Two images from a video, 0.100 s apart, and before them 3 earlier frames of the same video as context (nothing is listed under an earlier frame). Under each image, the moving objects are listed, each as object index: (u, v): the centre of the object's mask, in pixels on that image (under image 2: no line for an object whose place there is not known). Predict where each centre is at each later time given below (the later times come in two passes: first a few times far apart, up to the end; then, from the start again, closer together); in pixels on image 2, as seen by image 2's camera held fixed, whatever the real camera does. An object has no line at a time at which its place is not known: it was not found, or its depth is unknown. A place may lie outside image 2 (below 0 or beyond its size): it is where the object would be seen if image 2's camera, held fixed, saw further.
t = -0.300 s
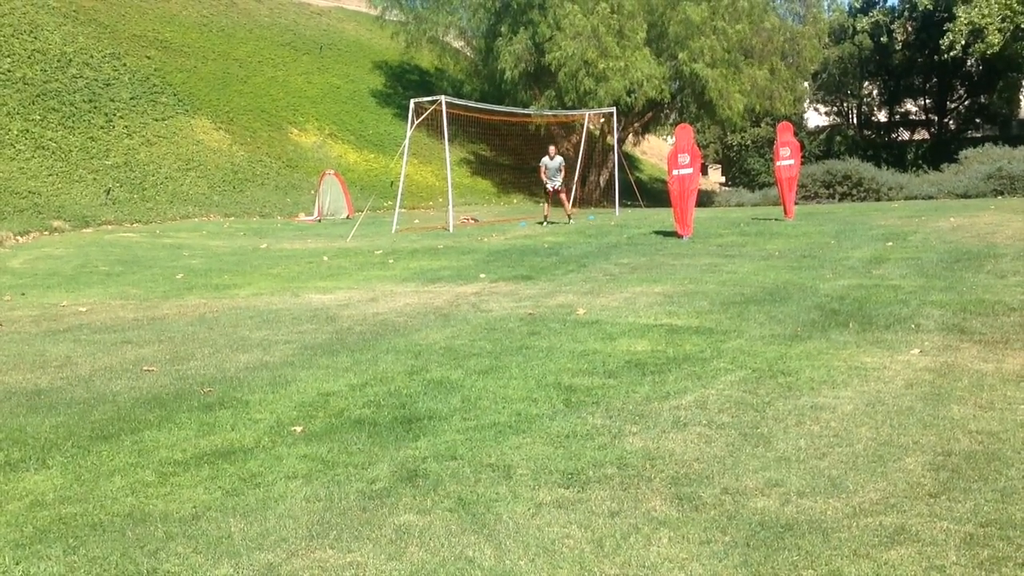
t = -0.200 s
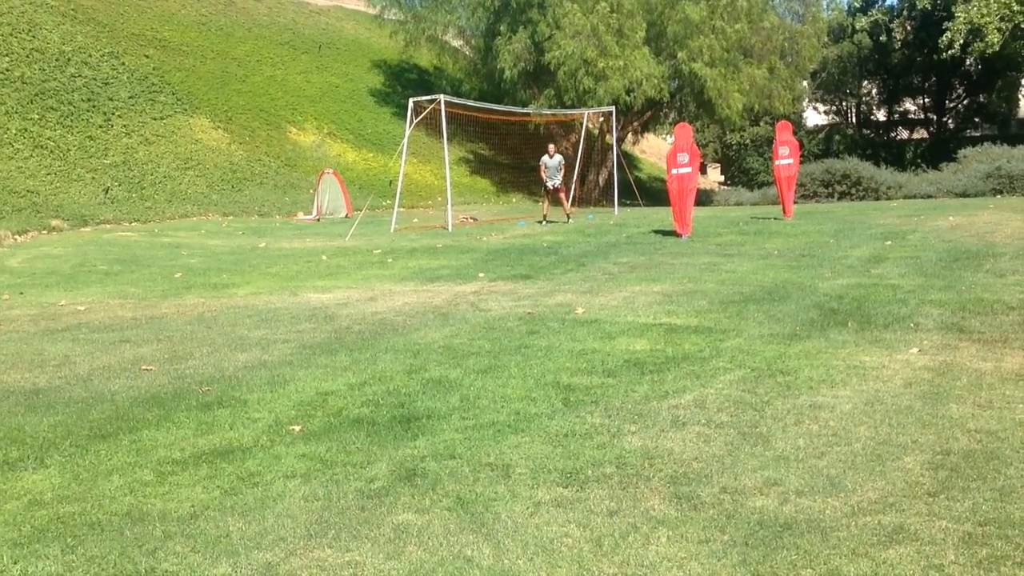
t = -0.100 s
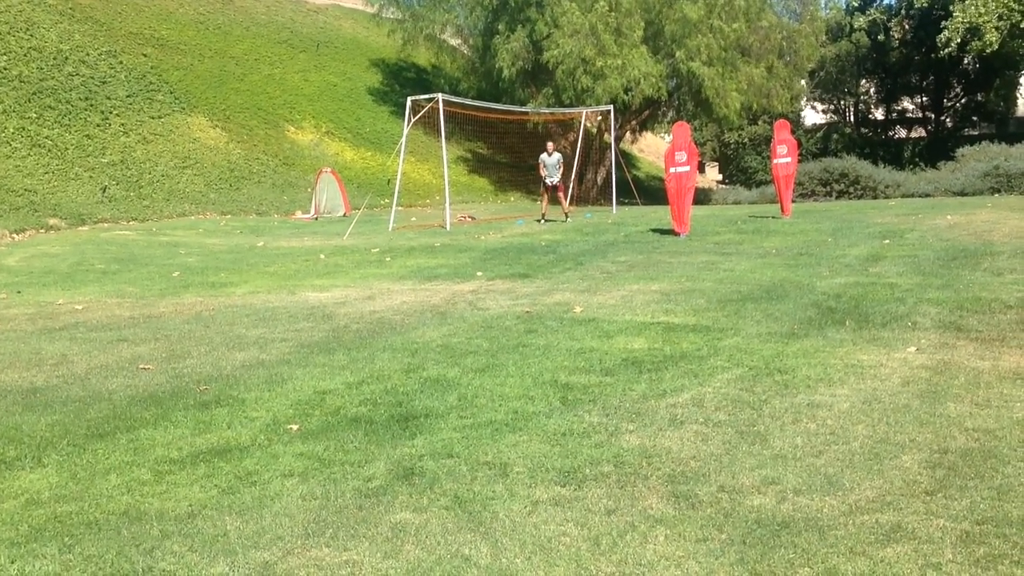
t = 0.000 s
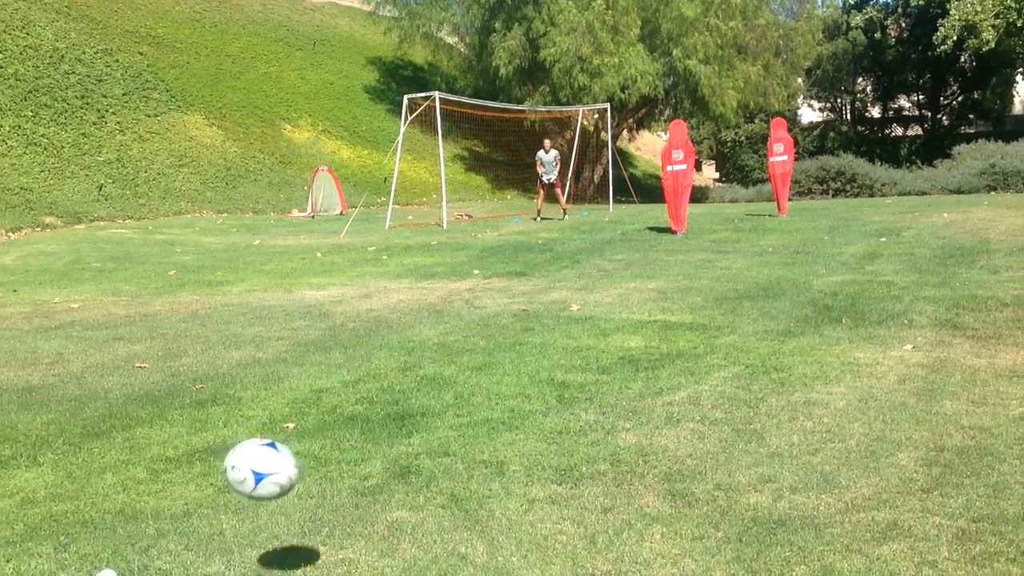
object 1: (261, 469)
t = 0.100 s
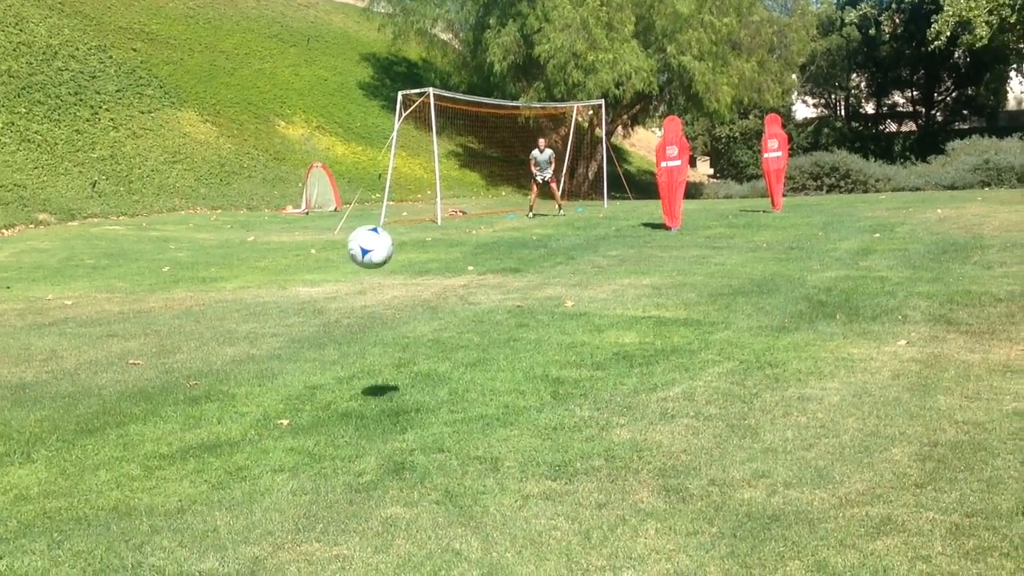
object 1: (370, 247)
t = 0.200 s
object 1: (416, 156)
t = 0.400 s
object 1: (445, 105)
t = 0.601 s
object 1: (449, 112)
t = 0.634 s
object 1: (449, 116)
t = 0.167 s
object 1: (404, 179)
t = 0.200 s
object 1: (416, 156)
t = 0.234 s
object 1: (425, 139)
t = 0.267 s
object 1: (431, 127)
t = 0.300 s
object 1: (436, 117)
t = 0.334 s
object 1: (440, 112)
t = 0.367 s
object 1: (443, 108)
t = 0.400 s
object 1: (445, 105)
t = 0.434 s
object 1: (446, 104)
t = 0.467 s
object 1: (447, 104)
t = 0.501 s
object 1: (448, 104)
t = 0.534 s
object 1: (449, 106)
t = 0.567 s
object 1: (449, 109)
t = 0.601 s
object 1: (449, 112)
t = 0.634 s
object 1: (449, 116)
